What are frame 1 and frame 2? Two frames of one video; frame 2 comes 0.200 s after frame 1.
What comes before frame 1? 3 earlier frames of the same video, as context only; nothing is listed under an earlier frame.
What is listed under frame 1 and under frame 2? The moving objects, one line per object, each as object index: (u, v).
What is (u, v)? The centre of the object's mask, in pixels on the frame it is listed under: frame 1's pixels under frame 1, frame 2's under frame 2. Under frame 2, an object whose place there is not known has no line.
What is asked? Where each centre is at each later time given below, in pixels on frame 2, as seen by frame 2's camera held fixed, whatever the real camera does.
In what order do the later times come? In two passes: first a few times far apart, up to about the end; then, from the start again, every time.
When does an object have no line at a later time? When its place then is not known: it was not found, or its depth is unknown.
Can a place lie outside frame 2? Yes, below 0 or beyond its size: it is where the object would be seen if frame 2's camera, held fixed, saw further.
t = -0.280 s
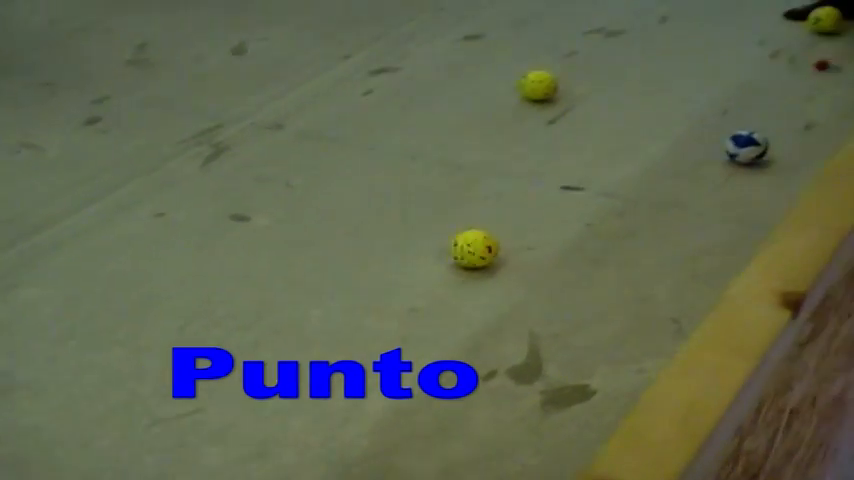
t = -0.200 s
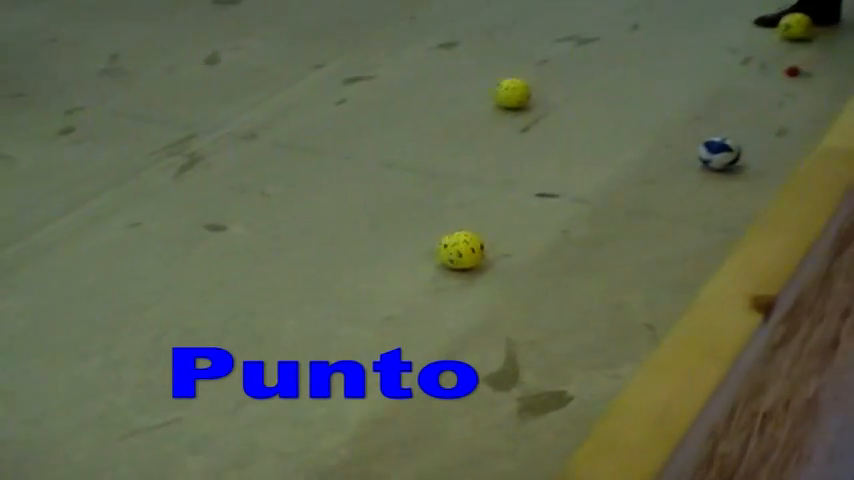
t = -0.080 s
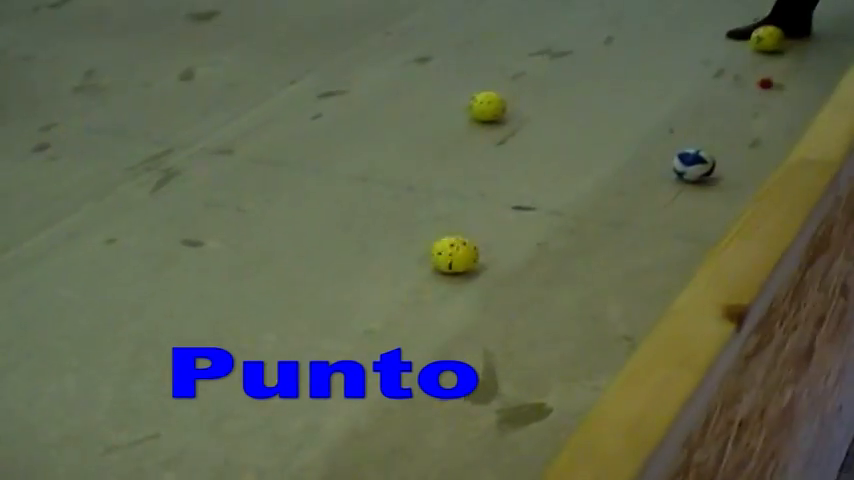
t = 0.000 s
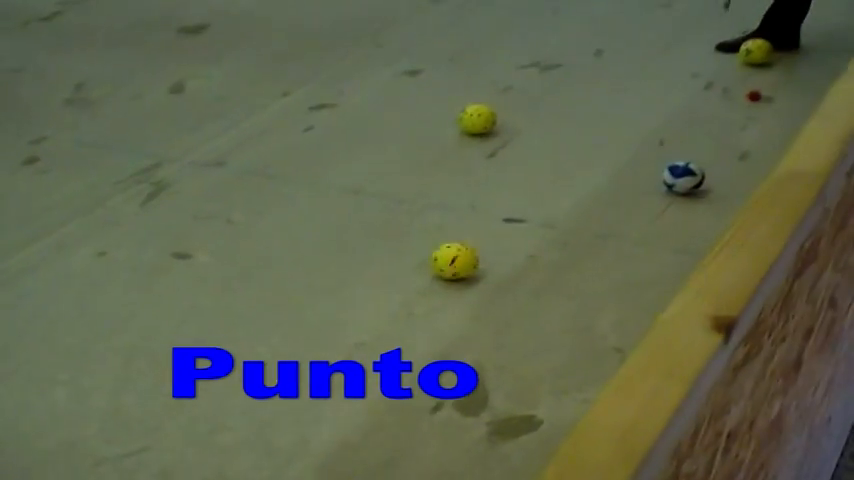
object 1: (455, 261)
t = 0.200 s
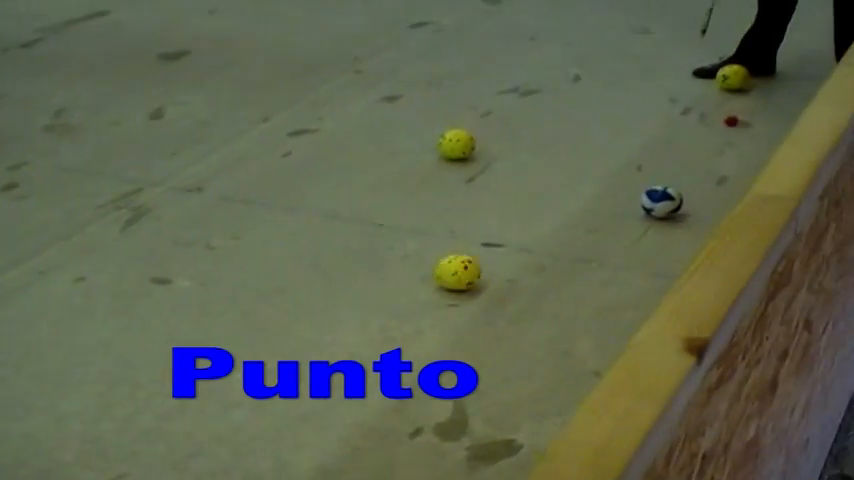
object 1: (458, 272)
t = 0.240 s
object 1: (461, 270)
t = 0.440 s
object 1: (485, 258)
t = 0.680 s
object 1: (511, 246)
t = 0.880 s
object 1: (532, 237)
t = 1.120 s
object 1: (552, 226)
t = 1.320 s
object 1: (567, 219)
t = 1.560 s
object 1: (583, 209)
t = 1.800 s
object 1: (598, 202)
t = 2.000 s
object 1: (608, 197)
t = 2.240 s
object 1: (620, 192)
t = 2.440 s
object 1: (626, 189)
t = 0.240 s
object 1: (461, 270)
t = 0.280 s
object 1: (467, 267)
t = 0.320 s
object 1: (472, 264)
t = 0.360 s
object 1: (477, 263)
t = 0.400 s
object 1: (481, 260)
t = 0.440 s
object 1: (485, 258)
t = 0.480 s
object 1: (489, 256)
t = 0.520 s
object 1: (494, 254)
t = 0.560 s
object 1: (498, 252)
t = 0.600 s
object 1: (503, 250)
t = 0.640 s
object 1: (506, 248)
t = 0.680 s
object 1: (511, 246)
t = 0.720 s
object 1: (515, 244)
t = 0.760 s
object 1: (520, 242)
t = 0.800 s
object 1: (524, 240)
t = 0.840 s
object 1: (527, 238)
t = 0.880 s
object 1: (532, 237)
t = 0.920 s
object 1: (535, 235)
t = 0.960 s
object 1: (538, 233)
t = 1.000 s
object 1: (542, 232)
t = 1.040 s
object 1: (546, 230)
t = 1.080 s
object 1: (549, 228)
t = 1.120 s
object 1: (552, 226)
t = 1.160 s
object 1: (556, 225)
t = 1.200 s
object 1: (559, 223)
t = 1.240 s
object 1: (561, 222)
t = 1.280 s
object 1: (565, 220)
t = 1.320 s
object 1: (567, 219)
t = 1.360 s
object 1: (570, 217)
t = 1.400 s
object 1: (572, 215)
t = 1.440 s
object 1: (575, 214)
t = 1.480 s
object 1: (577, 212)
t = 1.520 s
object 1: (580, 211)
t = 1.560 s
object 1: (583, 209)
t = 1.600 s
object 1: (585, 208)
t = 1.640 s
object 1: (588, 207)
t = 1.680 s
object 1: (590, 206)
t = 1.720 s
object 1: (593, 204)
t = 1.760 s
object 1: (595, 203)
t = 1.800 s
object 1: (598, 202)
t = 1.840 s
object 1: (600, 201)
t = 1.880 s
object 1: (602, 200)
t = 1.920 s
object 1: (604, 200)
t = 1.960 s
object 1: (606, 198)
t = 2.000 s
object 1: (608, 197)
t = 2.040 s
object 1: (610, 196)
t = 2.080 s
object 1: (612, 195)
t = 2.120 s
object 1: (614, 194)
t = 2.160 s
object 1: (616, 193)
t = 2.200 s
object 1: (618, 192)
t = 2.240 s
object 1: (620, 192)
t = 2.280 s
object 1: (621, 191)
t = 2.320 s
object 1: (623, 190)
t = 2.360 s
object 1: (624, 190)
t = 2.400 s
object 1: (625, 189)
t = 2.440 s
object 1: (626, 189)
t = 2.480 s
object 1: (627, 188)
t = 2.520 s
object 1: (628, 187)
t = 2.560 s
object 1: (630, 187)
